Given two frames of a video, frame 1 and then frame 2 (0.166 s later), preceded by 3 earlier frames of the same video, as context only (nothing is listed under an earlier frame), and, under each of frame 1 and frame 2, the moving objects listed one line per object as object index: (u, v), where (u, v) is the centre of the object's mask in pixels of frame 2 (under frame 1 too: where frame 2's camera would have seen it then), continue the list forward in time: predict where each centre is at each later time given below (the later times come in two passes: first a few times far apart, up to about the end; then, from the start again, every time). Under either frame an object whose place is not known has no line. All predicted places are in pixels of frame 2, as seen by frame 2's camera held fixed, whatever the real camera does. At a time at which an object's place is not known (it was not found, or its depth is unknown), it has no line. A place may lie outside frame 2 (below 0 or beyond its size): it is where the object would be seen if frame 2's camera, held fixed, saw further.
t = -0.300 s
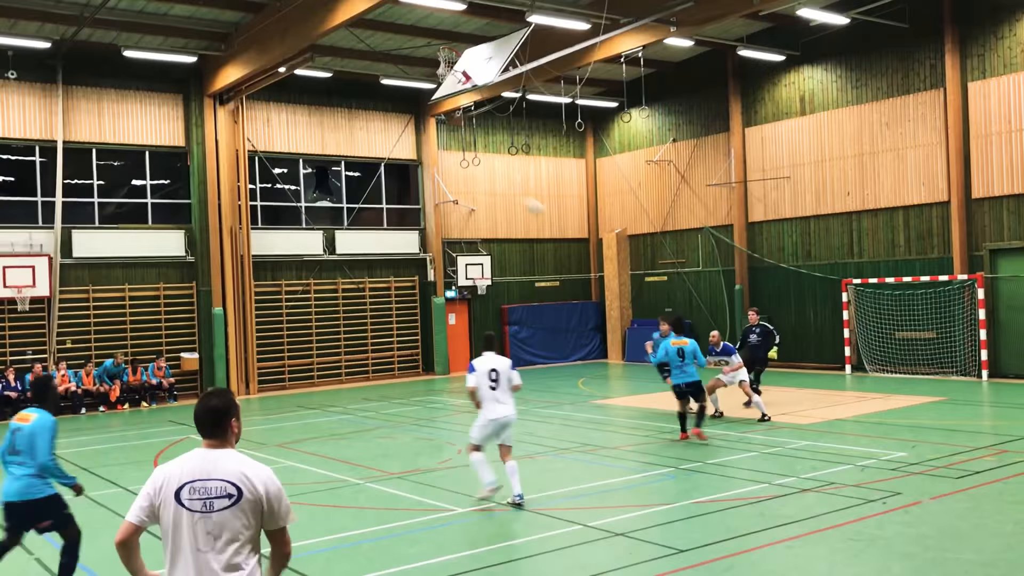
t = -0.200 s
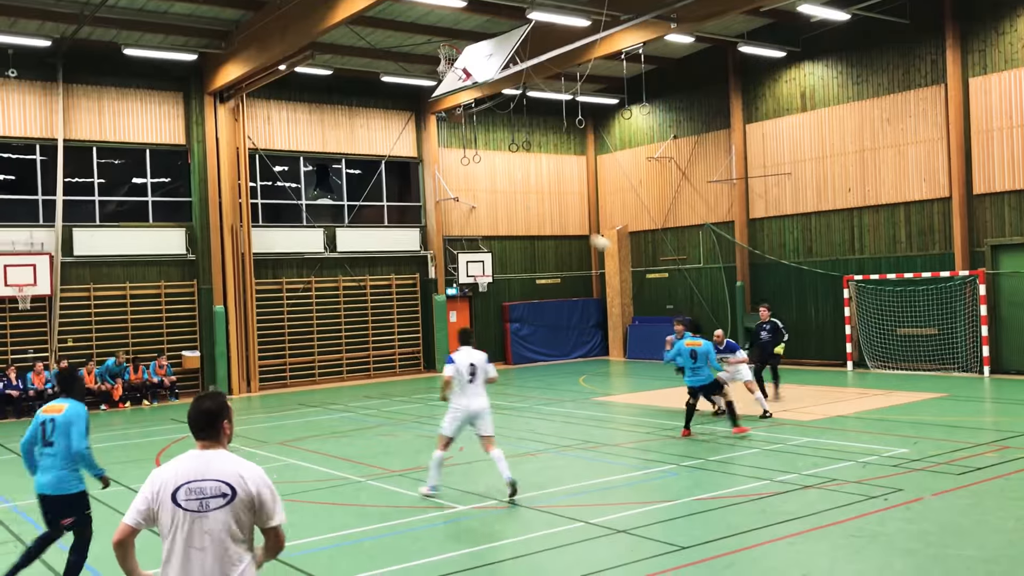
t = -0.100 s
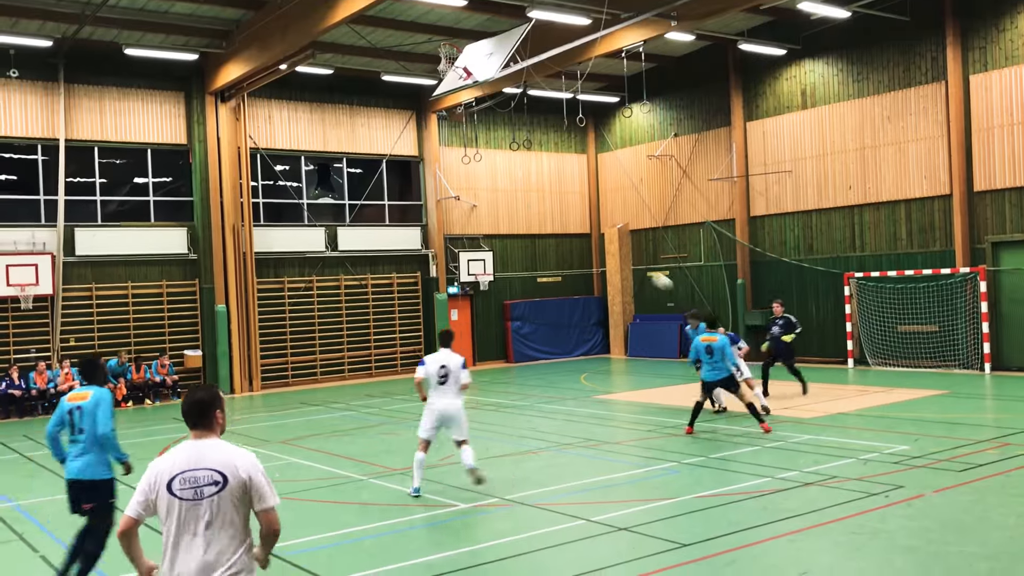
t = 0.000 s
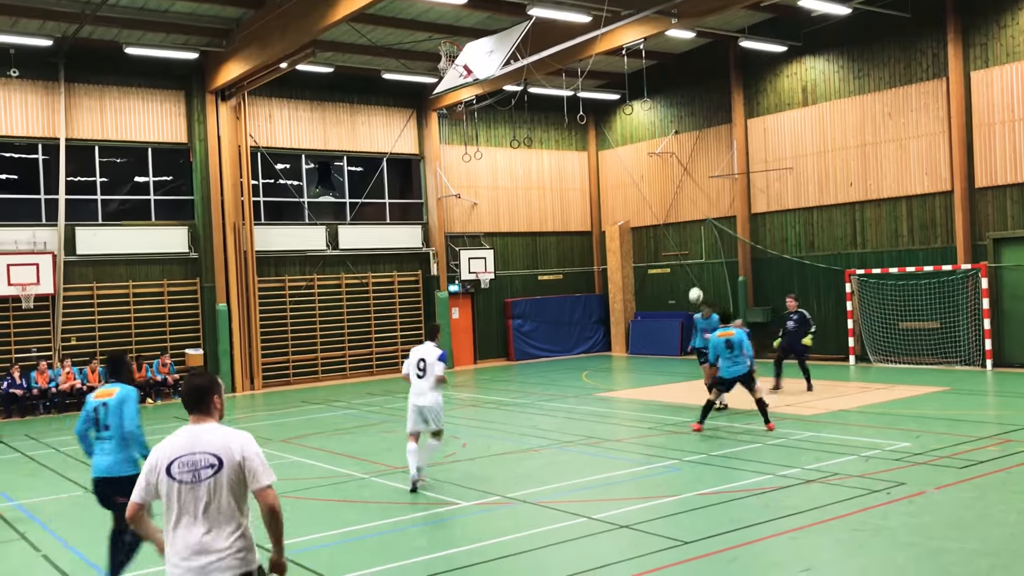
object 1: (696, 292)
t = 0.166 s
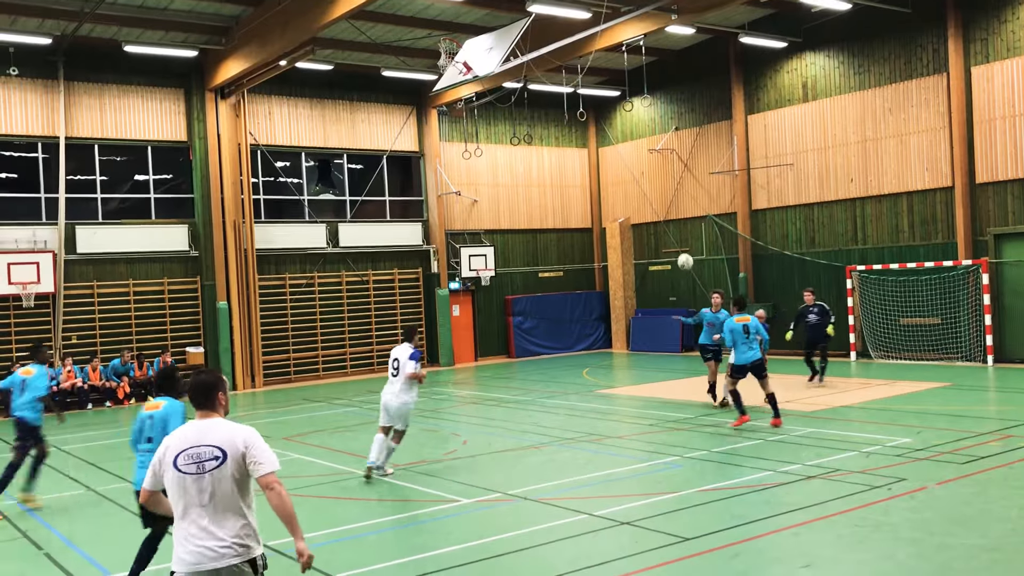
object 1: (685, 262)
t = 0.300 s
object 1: (676, 250)
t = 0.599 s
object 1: (652, 276)
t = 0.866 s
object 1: (627, 405)
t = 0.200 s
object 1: (683, 258)
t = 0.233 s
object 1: (680, 254)
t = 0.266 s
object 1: (678, 251)
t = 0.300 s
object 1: (676, 250)
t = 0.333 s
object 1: (673, 248)
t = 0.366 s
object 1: (671, 247)
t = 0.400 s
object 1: (668, 248)
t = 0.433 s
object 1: (666, 250)
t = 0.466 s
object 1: (663, 253)
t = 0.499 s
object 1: (660, 257)
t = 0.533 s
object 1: (658, 263)
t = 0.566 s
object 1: (655, 268)
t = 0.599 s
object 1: (652, 276)
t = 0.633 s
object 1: (648, 286)
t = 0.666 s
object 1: (646, 297)
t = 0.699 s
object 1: (643, 308)
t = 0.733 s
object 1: (640, 323)
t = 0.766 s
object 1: (637, 340)
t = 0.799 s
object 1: (633, 357)
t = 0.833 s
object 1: (630, 379)
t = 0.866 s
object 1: (627, 405)
